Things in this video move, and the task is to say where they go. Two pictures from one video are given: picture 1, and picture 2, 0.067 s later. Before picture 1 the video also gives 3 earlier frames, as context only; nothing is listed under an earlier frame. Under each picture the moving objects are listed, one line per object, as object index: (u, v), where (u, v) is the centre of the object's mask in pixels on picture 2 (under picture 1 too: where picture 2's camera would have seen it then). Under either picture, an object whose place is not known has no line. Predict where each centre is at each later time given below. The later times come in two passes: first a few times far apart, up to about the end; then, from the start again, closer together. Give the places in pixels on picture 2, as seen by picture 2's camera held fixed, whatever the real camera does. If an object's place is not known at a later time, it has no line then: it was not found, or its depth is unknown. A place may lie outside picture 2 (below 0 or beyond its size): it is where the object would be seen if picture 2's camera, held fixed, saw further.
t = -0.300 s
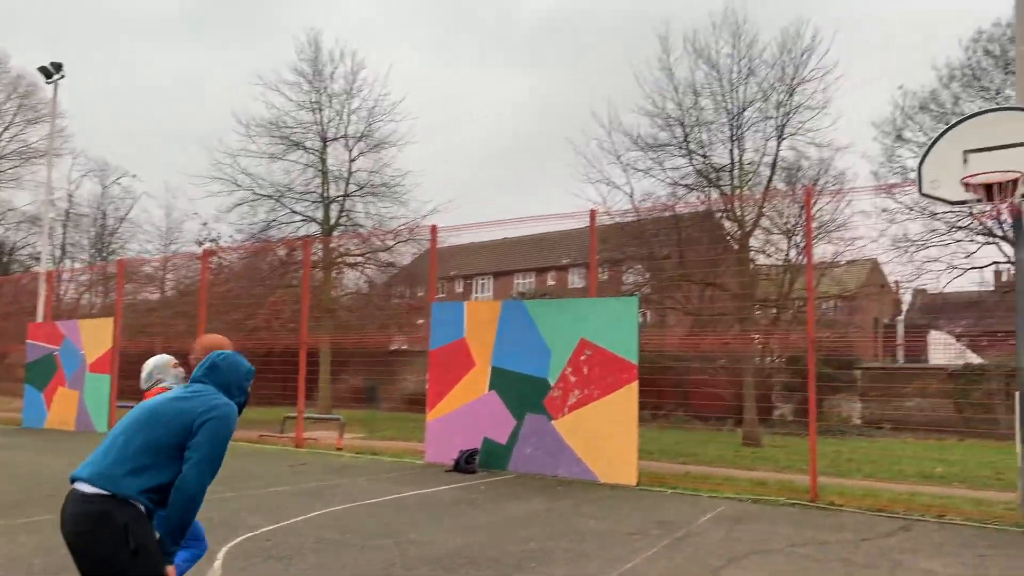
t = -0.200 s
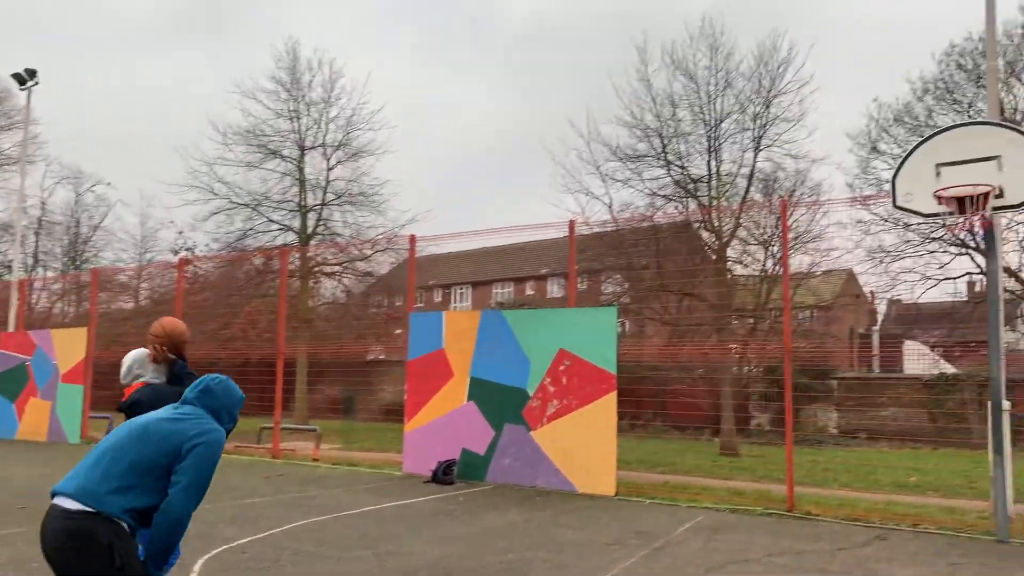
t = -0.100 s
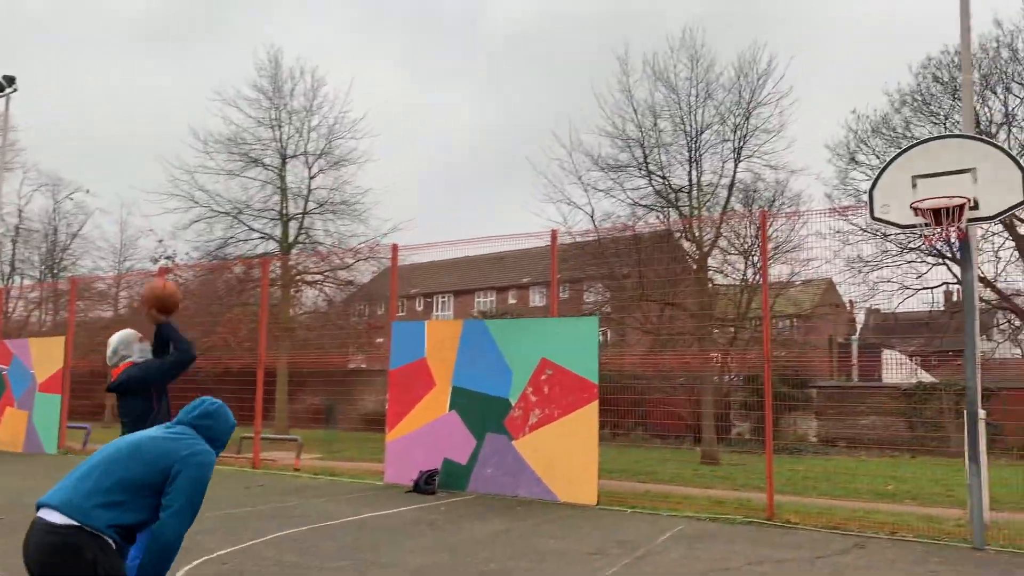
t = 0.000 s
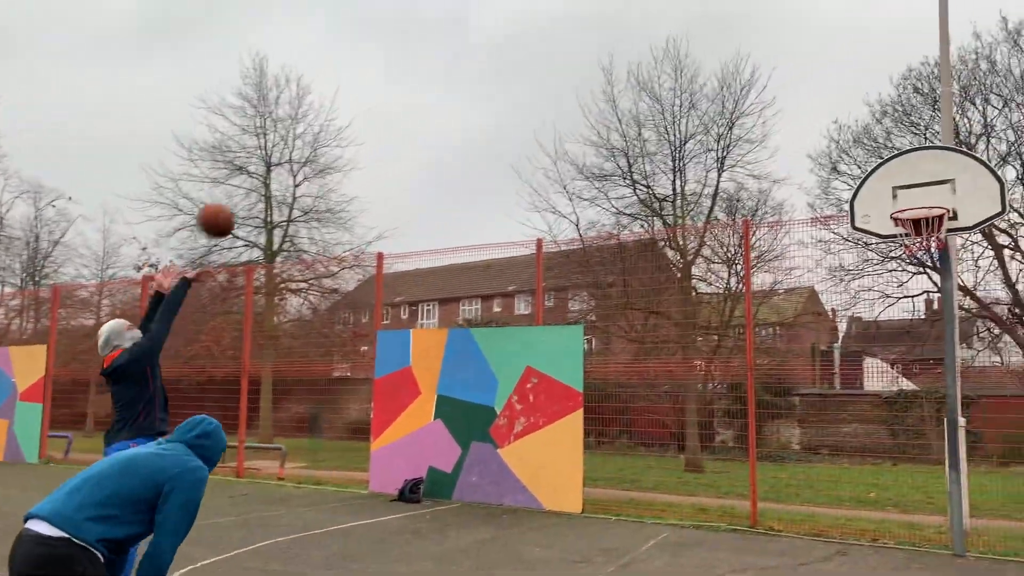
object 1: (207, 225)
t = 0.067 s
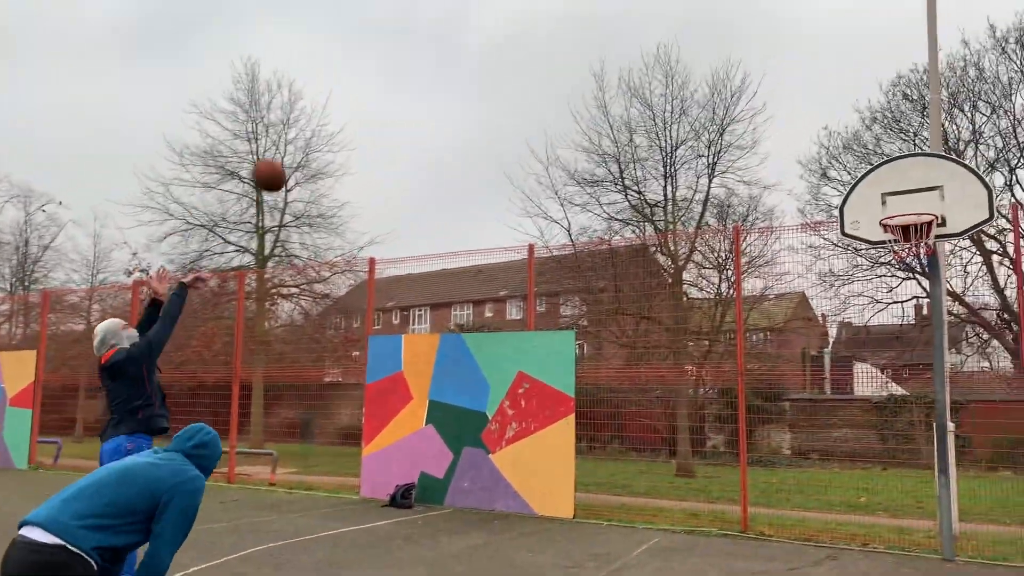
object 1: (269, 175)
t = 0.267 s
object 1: (427, 76)
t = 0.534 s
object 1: (597, 35)
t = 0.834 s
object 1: (759, 82)
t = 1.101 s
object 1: (889, 195)
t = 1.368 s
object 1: (957, 281)
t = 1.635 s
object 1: (998, 389)
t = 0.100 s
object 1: (298, 153)
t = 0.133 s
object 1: (326, 134)
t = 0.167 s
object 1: (352, 117)
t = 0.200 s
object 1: (378, 102)
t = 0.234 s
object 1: (403, 88)
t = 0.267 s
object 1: (427, 76)
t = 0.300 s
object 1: (450, 66)
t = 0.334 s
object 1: (472, 58)
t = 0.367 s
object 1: (495, 50)
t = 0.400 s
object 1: (516, 45)
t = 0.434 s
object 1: (537, 40)
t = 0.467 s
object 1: (557, 37)
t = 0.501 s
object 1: (577, 36)
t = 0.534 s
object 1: (597, 35)
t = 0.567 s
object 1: (616, 36)
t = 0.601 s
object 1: (634, 38)
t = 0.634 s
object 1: (653, 41)
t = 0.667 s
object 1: (671, 45)
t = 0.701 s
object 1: (689, 51)
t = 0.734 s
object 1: (707, 57)
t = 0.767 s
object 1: (724, 64)
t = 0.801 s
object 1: (742, 73)
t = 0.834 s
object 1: (759, 82)
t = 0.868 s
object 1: (775, 93)
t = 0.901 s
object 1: (792, 105)
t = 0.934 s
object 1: (809, 117)
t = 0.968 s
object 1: (825, 131)
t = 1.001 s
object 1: (841, 145)
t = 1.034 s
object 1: (857, 161)
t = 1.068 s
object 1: (873, 178)
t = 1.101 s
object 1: (889, 195)
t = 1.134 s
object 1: (906, 212)
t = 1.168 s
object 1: (920, 231)
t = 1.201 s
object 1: (931, 248)
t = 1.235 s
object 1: (936, 251)
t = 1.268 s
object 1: (942, 257)
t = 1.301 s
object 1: (947, 264)
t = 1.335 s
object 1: (952, 272)
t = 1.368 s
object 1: (957, 281)
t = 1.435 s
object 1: (966, 302)
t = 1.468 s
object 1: (970, 314)
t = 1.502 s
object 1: (976, 327)
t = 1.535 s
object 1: (982, 341)
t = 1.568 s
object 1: (986, 357)
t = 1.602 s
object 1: (992, 372)
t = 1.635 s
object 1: (998, 389)
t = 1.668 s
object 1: (1002, 408)
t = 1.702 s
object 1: (1008, 427)
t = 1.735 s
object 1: (1010, 447)
